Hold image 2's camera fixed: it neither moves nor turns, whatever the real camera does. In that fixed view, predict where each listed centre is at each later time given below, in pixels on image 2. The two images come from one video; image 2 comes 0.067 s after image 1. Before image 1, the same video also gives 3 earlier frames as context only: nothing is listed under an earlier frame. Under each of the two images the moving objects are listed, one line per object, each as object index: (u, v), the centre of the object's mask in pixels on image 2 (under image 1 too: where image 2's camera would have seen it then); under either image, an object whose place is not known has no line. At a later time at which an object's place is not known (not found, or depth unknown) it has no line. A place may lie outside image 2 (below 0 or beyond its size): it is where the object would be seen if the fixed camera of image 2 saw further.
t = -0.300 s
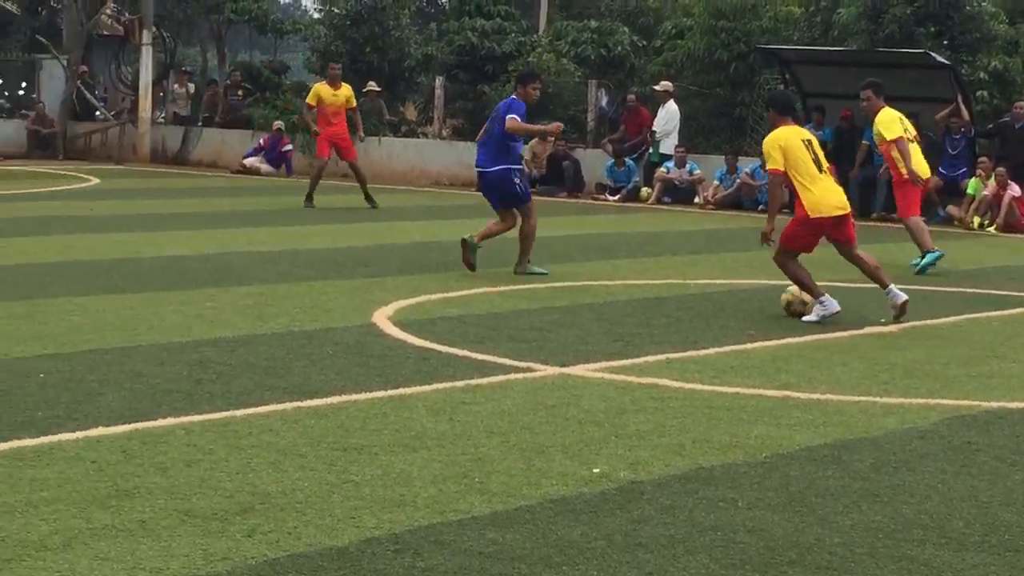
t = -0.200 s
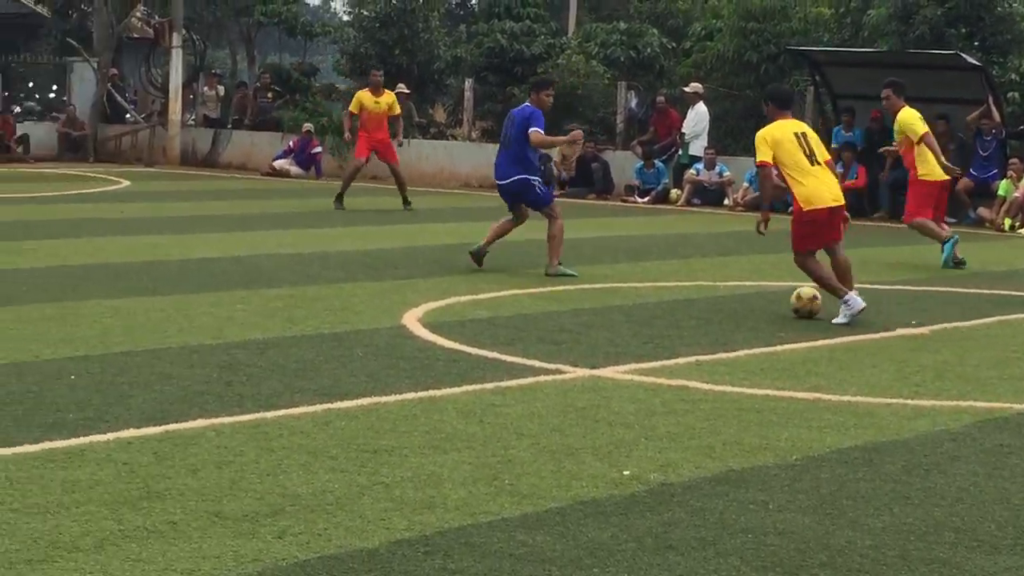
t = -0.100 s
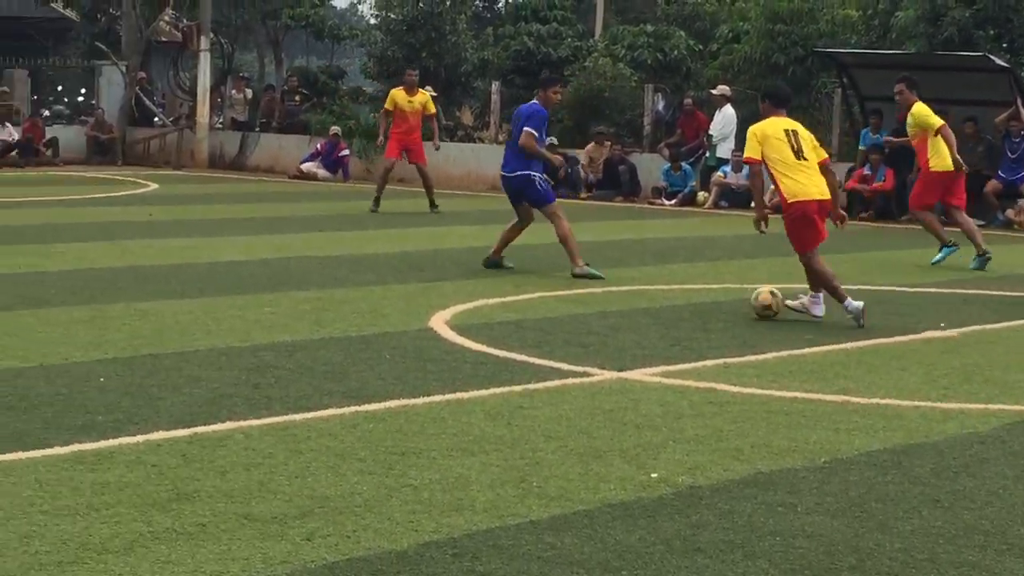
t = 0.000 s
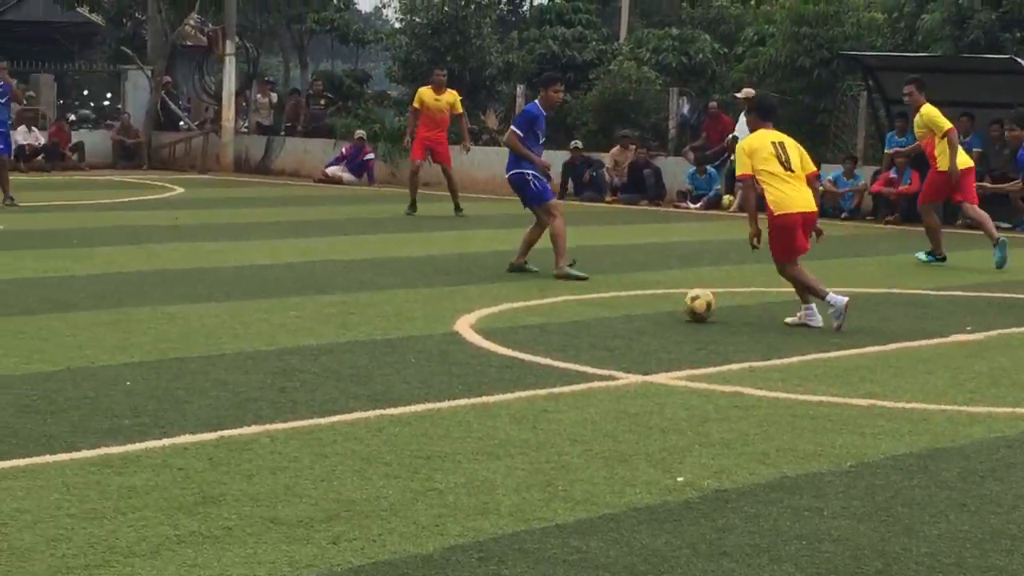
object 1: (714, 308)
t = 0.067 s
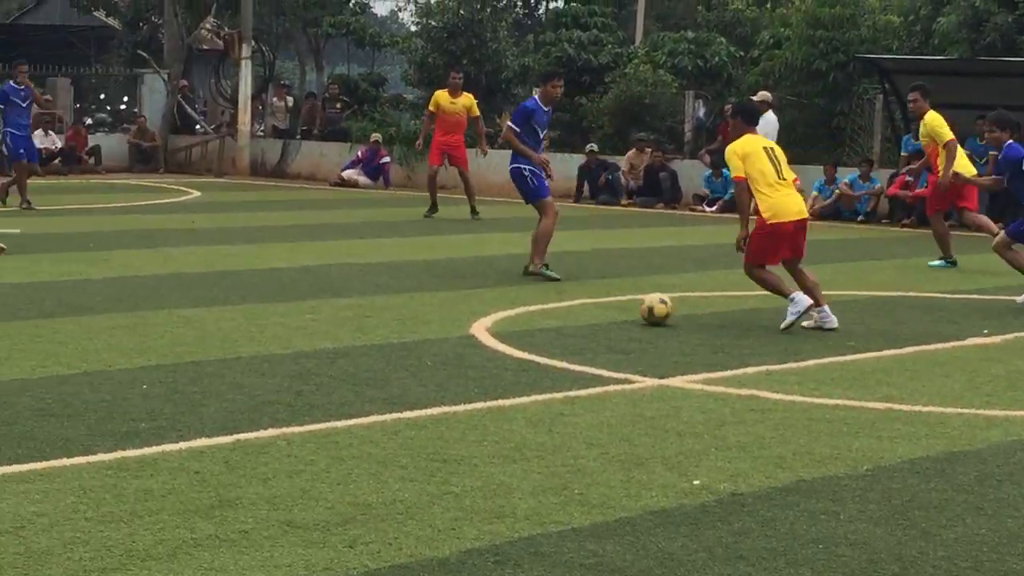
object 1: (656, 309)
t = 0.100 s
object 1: (628, 309)
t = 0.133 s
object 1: (601, 308)
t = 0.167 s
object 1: (576, 308)
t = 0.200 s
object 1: (550, 308)
